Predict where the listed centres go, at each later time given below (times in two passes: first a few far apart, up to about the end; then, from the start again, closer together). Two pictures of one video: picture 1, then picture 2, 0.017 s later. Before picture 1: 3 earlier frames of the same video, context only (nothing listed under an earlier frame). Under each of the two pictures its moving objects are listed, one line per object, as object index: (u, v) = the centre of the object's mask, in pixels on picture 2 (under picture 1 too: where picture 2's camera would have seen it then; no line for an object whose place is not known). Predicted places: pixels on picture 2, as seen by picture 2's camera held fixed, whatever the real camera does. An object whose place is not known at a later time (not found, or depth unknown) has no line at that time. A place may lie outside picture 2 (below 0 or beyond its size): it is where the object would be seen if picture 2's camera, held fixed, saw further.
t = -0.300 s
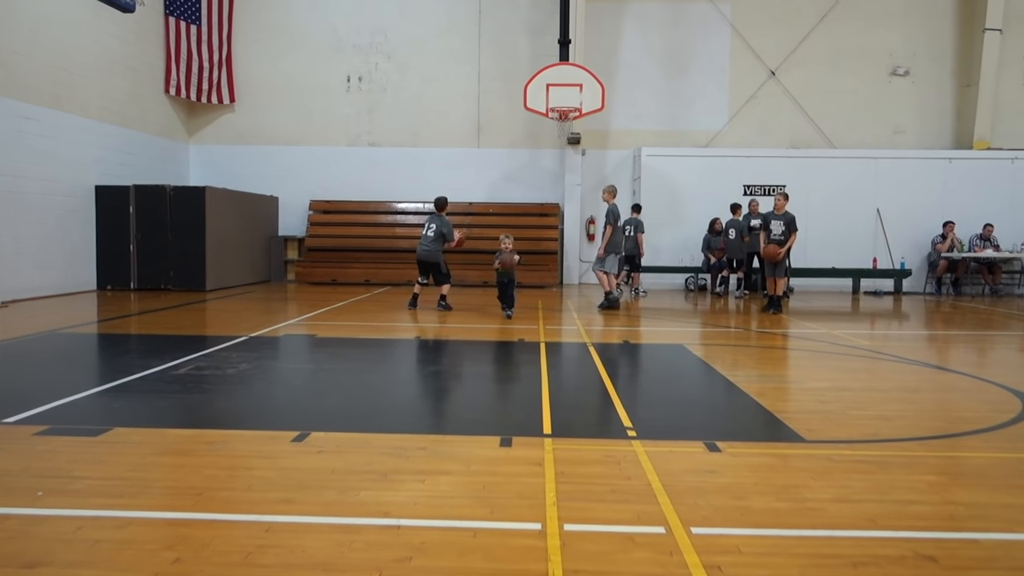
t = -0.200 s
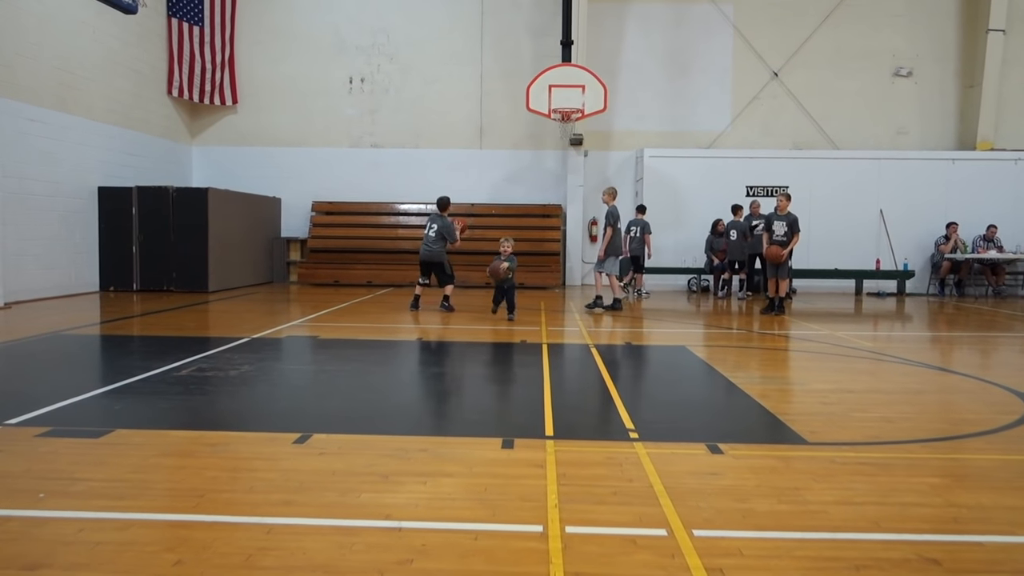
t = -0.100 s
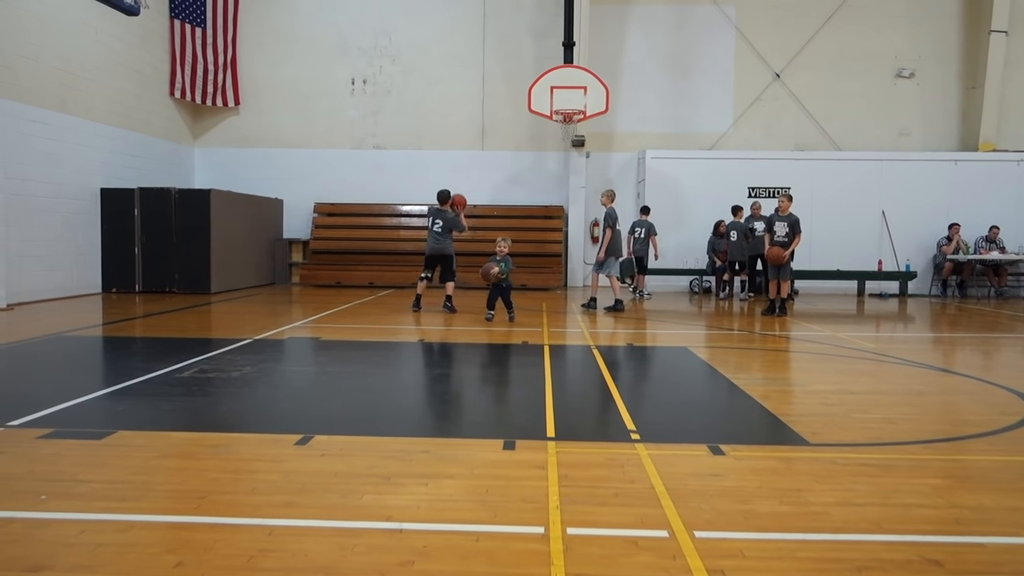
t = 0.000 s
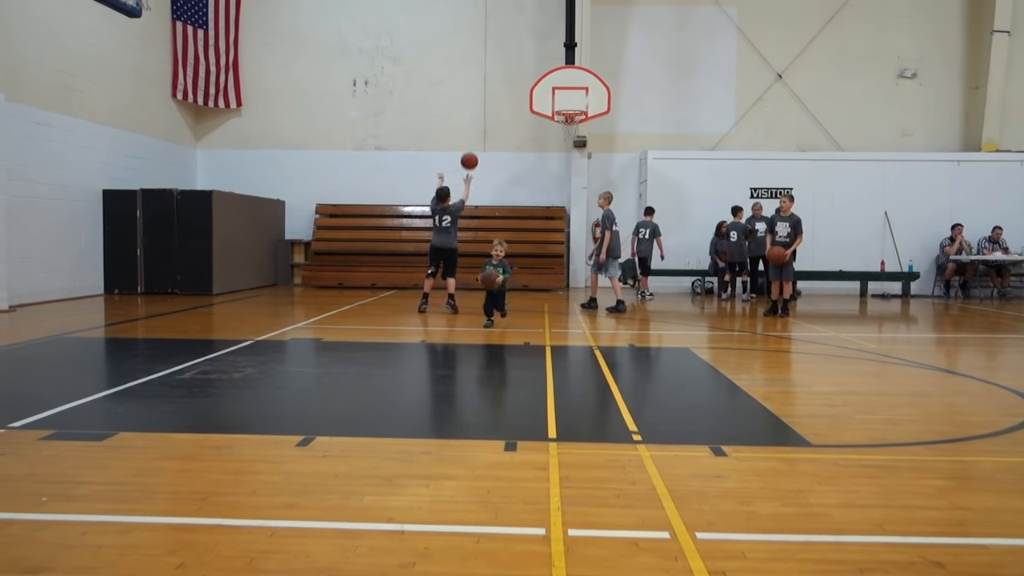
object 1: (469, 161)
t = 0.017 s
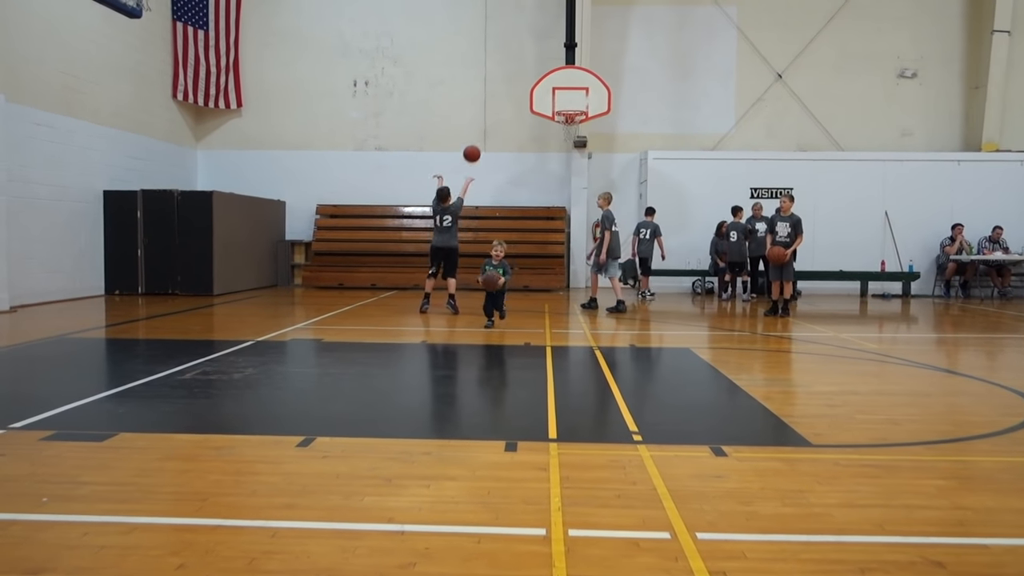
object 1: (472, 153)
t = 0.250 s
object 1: (500, 73)
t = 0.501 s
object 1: (526, 37)
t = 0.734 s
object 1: (548, 43)
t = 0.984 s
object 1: (567, 87)
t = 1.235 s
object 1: (573, 142)
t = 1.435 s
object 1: (568, 191)
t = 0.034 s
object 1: (474, 146)
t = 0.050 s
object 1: (476, 139)
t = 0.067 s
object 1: (478, 132)
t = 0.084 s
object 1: (480, 126)
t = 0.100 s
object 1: (482, 119)
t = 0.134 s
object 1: (486, 107)
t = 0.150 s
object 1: (488, 101)
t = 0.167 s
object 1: (490, 96)
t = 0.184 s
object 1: (492, 91)
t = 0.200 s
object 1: (494, 86)
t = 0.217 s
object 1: (496, 82)
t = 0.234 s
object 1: (498, 77)
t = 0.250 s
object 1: (500, 73)
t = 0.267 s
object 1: (502, 69)
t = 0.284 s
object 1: (504, 65)
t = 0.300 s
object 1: (506, 62)
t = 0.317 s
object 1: (507, 59)
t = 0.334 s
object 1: (509, 56)
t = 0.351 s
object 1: (511, 53)
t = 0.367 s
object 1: (513, 50)
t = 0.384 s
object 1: (515, 48)
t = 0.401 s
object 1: (516, 46)
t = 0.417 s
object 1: (518, 44)
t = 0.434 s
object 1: (520, 42)
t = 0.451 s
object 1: (522, 41)
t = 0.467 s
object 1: (523, 39)
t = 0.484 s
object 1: (525, 38)
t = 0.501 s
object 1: (526, 37)
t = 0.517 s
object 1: (528, 37)
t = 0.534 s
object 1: (530, 36)
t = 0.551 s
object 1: (532, 35)
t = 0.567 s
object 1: (533, 35)
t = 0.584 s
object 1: (534, 35)
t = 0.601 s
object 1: (536, 36)
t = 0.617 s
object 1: (538, 36)
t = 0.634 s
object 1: (539, 36)
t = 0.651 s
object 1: (541, 37)
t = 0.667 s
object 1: (542, 38)
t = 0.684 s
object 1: (544, 39)
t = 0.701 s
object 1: (545, 40)
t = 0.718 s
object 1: (546, 42)
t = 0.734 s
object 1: (548, 43)
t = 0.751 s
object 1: (549, 45)
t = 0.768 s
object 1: (551, 47)
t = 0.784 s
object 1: (552, 49)
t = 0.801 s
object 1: (553, 52)
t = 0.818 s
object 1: (555, 54)
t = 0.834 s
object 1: (556, 57)
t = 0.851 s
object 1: (557, 59)
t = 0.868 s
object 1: (559, 62)
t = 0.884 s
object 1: (560, 65)
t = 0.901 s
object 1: (561, 69)
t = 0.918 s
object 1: (563, 72)
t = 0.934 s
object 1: (564, 76)
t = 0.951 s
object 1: (565, 79)
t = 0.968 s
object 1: (566, 83)
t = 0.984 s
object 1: (567, 87)
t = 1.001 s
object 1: (569, 91)
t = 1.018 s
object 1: (570, 95)
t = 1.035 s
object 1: (571, 99)
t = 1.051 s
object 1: (572, 104)
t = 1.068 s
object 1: (574, 108)
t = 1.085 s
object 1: (574, 113)
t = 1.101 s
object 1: (575, 118)
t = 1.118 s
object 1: (575, 120)
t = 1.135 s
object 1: (574, 122)
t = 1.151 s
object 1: (575, 128)
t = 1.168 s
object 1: (575, 130)
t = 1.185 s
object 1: (574, 133)
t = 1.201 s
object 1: (574, 136)
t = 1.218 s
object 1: (573, 138)
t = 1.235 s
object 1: (573, 142)
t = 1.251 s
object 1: (573, 145)
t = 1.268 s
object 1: (573, 148)
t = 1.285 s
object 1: (572, 152)
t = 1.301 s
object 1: (572, 156)
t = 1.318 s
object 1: (572, 160)
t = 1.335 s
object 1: (571, 164)
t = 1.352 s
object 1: (571, 168)
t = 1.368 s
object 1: (570, 173)
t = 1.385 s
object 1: (570, 177)
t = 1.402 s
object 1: (569, 182)
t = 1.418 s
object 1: (569, 187)
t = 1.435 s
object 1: (568, 191)
